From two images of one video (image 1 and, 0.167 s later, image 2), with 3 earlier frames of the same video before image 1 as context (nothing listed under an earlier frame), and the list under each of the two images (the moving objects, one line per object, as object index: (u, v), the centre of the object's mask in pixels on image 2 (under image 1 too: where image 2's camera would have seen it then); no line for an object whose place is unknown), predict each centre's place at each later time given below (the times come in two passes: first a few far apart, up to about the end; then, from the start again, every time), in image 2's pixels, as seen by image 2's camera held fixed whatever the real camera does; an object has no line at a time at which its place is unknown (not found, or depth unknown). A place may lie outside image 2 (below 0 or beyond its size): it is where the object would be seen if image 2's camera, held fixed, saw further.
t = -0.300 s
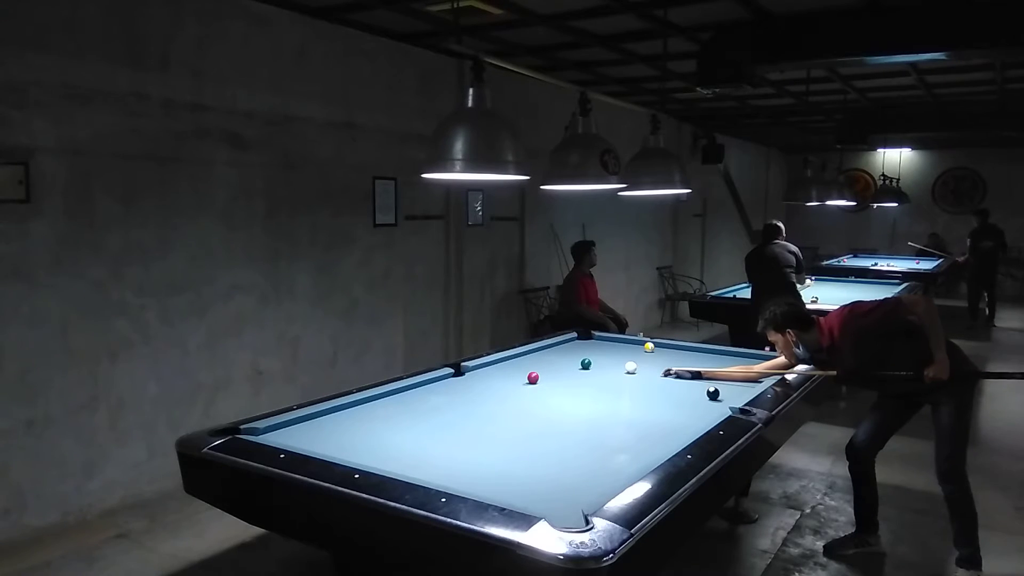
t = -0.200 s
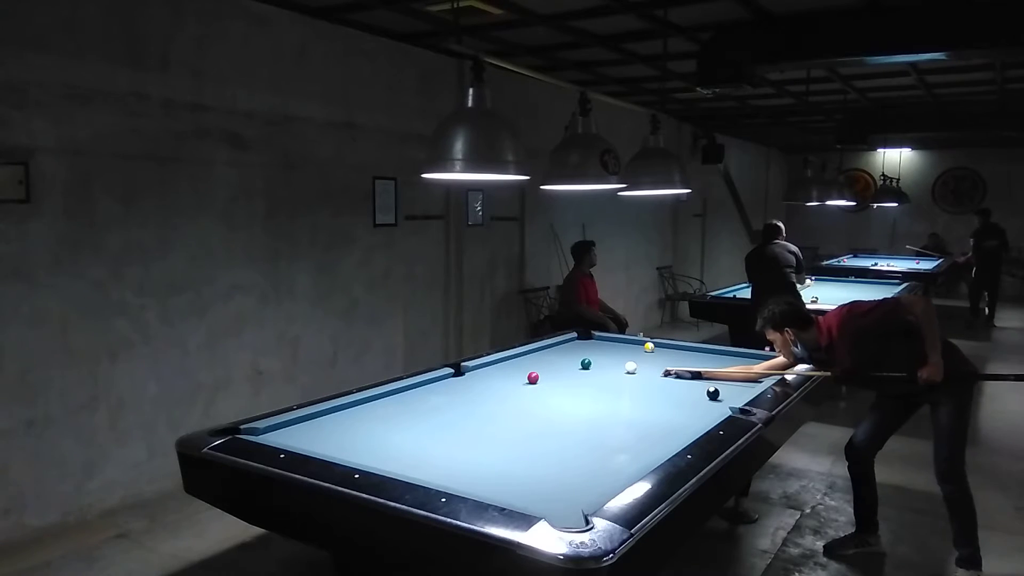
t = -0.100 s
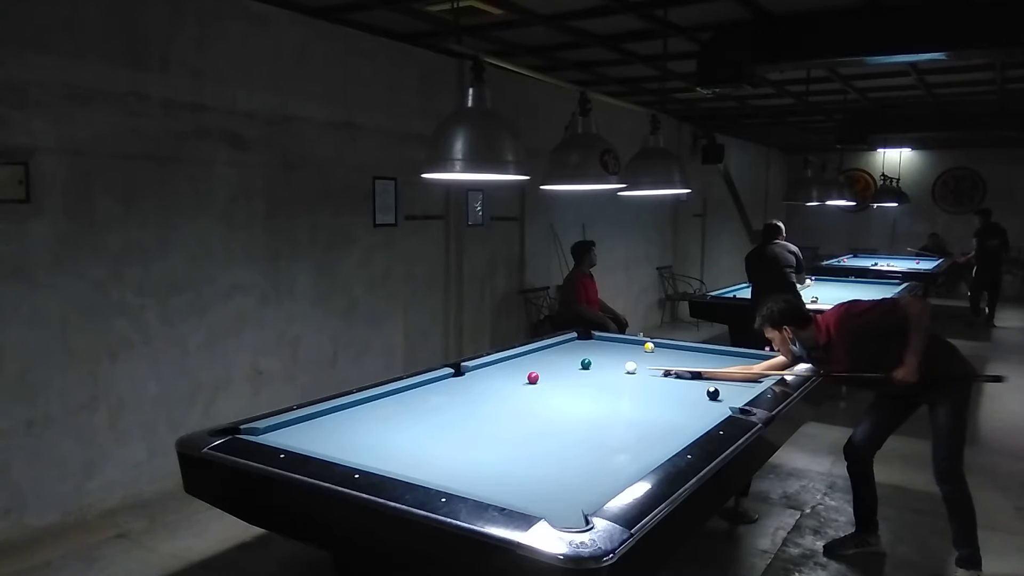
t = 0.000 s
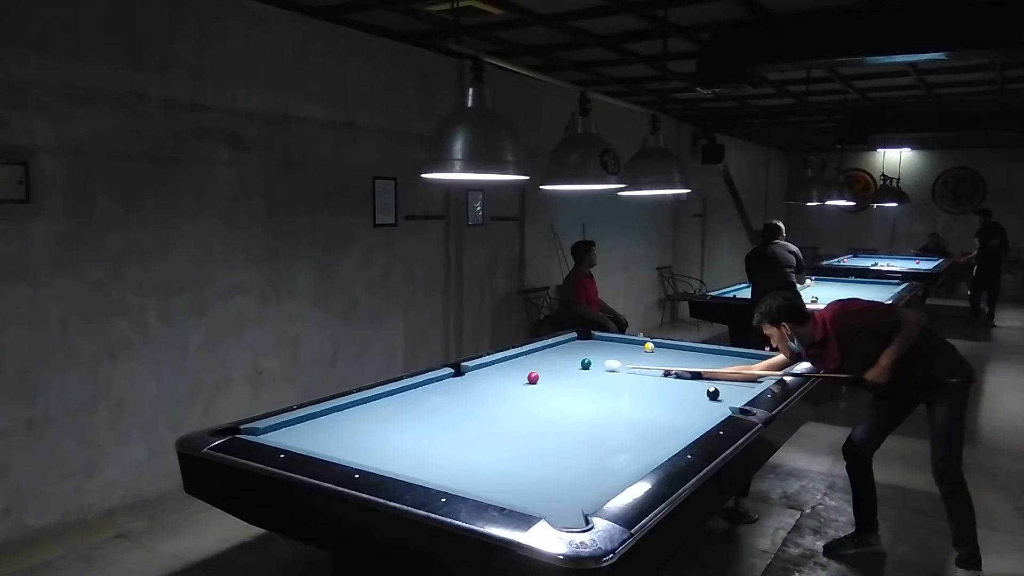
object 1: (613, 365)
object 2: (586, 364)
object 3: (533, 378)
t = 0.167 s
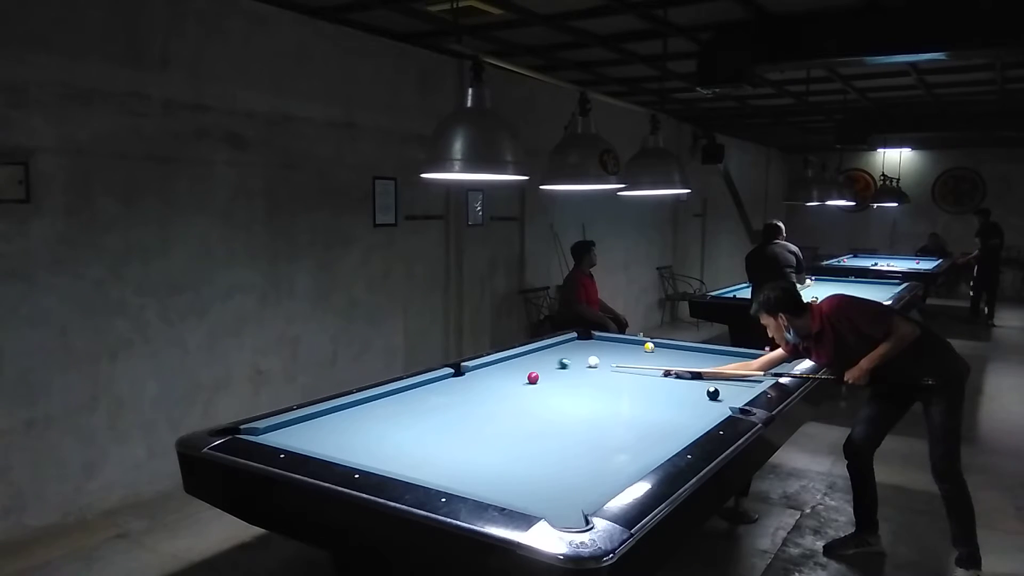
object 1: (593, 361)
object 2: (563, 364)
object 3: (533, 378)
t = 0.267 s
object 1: (589, 359)
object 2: (547, 364)
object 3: (533, 378)
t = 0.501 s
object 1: (579, 355)
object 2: (510, 364)
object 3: (533, 378)
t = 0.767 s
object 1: (569, 351)
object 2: (503, 365)
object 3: (533, 378)
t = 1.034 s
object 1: (559, 347)
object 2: (514, 369)
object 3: (533, 378)
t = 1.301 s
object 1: (558, 345)
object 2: (524, 373)
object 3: (533, 378)
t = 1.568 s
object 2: (533, 373)
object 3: (535, 380)
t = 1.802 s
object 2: (539, 374)
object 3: (538, 379)
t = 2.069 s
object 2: (544, 376)
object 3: (539, 385)
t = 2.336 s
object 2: (547, 377)
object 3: (541, 386)
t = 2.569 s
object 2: (550, 377)
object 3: (543, 388)
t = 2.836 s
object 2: (551, 377)
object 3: (544, 390)
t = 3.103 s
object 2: (551, 377)
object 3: (545, 391)
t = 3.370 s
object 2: (551, 378)
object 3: (545, 393)
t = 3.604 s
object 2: (551, 378)
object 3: (546, 393)
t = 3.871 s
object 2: (551, 378)
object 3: (546, 394)
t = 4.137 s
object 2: (551, 378)
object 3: (545, 394)
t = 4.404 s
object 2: (551, 378)
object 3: (546, 394)
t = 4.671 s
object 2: (551, 378)
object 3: (546, 394)
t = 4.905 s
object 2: (551, 378)
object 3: (545, 394)
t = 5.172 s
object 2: (551, 378)
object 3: (545, 394)
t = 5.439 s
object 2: (551, 378)
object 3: (545, 394)
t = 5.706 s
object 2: (551, 378)
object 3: (545, 393)
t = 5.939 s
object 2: (551, 378)
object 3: (546, 393)
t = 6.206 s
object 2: (551, 378)
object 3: (546, 393)
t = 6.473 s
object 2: (551, 378)
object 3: (546, 393)
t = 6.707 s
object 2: (551, 378)
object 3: (546, 393)
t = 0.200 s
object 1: (592, 361)
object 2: (558, 364)
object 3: (533, 378)
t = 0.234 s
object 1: (590, 360)
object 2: (552, 364)
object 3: (533, 378)
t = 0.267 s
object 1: (589, 359)
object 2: (547, 364)
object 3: (533, 378)
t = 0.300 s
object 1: (587, 359)
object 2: (542, 363)
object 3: (533, 378)
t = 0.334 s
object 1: (586, 358)
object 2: (537, 363)
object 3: (533, 378)
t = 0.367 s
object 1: (585, 358)
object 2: (531, 363)
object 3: (533, 378)
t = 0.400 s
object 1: (583, 357)
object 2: (526, 363)
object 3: (533, 378)
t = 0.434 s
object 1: (582, 357)
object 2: (521, 363)
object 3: (533, 378)
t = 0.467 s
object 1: (580, 356)
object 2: (516, 364)
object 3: (533, 378)
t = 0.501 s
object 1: (579, 355)
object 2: (510, 364)
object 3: (533, 378)
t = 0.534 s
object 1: (578, 355)
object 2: (505, 364)
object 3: (533, 378)
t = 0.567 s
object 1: (576, 354)
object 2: (500, 363)
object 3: (533, 378)
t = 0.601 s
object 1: (575, 354)
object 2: (496, 363)
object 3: (533, 378)
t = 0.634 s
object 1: (574, 353)
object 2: (498, 363)
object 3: (533, 378)
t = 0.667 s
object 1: (572, 353)
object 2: (500, 364)
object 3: (533, 378)
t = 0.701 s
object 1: (571, 352)
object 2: (501, 364)
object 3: (533, 378)
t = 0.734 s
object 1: (570, 352)
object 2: (502, 365)
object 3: (533, 378)
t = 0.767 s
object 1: (569, 351)
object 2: (503, 365)
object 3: (533, 378)
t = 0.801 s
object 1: (568, 351)
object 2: (505, 365)
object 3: (533, 378)
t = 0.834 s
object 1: (566, 350)
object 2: (506, 366)
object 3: (533, 378)
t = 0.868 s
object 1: (565, 350)
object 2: (508, 367)
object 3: (533, 378)
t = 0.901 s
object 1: (564, 349)
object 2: (509, 368)
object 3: (533, 378)
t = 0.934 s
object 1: (563, 349)
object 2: (510, 368)
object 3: (533, 378)
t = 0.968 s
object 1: (562, 348)
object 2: (512, 368)
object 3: (533, 378)
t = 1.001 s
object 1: (561, 348)
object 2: (513, 369)
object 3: (533, 378)
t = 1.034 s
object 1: (559, 347)
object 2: (514, 369)
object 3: (533, 378)
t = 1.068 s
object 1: (558, 347)
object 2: (516, 370)
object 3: (533, 378)
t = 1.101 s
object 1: (557, 347)
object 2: (517, 370)
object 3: (533, 378)
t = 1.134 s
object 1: (556, 346)
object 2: (518, 371)
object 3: (533, 378)
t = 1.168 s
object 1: (555, 346)
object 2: (520, 371)
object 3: (533, 378)
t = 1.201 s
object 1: (554, 345)
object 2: (521, 372)
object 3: (533, 378)
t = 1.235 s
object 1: (554, 345)
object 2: (522, 373)
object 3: (533, 378)
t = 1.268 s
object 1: (556, 345)
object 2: (523, 373)
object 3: (533, 378)
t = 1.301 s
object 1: (558, 345)
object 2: (524, 373)
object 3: (533, 378)
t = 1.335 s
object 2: (525, 374)
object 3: (533, 378)
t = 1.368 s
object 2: (526, 374)
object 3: (533, 378)
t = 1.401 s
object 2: (527, 373)
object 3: (533, 378)
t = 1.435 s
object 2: (528, 373)
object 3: (533, 378)
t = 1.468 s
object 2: (529, 373)
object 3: (534, 379)
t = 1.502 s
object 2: (530, 373)
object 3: (534, 379)
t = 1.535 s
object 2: (532, 373)
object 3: (535, 379)
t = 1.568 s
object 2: (533, 373)
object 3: (535, 380)
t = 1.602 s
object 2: (534, 372)
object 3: (535, 380)
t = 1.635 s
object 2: (535, 373)
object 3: (536, 381)
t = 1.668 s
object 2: (536, 373)
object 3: (536, 378)
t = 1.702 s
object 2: (537, 373)
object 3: (536, 379)
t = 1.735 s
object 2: (538, 373)
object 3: (537, 379)
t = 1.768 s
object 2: (539, 374)
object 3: (537, 379)
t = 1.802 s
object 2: (539, 374)
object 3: (538, 379)
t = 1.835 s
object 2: (540, 374)
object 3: (538, 379)
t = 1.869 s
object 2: (541, 374)
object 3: (539, 379)
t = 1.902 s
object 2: (541, 374)
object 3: (539, 379)
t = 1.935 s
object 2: (542, 375)
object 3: (538, 383)
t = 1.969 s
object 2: (543, 375)
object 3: (540, 380)
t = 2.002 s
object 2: (543, 375)
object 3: (540, 380)
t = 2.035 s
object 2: (544, 375)
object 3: (539, 384)
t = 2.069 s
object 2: (544, 376)
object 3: (539, 385)
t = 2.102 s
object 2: (545, 376)
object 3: (539, 385)
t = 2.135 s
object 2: (545, 376)
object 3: (539, 385)
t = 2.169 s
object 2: (546, 376)
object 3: (539, 386)
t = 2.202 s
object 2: (546, 376)
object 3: (540, 386)
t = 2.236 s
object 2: (546, 376)
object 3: (540, 386)
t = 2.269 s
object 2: (547, 376)
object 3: (540, 386)
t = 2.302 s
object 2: (547, 377)
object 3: (541, 386)
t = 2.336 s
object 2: (547, 377)
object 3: (541, 386)
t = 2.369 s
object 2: (548, 377)
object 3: (541, 387)
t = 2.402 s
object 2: (548, 377)
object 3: (542, 387)
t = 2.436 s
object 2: (548, 377)
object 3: (542, 388)
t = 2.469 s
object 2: (549, 377)
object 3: (542, 388)
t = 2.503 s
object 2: (549, 377)
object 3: (542, 388)
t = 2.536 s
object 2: (549, 377)
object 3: (542, 388)
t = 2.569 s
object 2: (550, 377)
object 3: (543, 388)
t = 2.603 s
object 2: (550, 377)
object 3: (543, 388)
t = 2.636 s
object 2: (550, 377)
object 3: (543, 389)
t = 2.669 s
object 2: (550, 377)
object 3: (543, 389)
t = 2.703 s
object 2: (551, 377)
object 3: (543, 389)
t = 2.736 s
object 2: (551, 377)
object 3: (544, 389)
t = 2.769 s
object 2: (551, 377)
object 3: (544, 390)
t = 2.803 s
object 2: (551, 377)
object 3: (544, 390)
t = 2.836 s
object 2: (551, 377)
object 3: (544, 390)
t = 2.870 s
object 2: (551, 377)
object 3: (544, 390)
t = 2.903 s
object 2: (551, 377)
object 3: (544, 390)
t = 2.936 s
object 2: (551, 377)
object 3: (545, 391)
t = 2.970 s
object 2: (551, 377)
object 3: (545, 391)
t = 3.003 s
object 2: (551, 377)
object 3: (545, 391)
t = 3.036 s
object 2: (551, 377)
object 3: (545, 391)
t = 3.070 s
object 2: (551, 377)
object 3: (545, 391)
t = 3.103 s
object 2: (551, 377)
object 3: (545, 391)
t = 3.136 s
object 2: (551, 377)
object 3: (545, 392)
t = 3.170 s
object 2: (551, 377)
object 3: (545, 392)
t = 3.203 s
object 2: (551, 377)
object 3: (545, 392)
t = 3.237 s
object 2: (551, 377)
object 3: (545, 392)
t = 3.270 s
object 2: (551, 377)
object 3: (545, 392)
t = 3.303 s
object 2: (551, 377)
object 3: (546, 392)
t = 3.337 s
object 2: (551, 377)
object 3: (545, 393)
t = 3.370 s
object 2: (551, 378)
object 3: (545, 393)
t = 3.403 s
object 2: (551, 378)
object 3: (546, 393)
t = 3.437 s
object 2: (551, 378)
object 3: (546, 393)
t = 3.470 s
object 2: (551, 378)
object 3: (546, 393)
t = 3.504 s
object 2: (551, 378)
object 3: (546, 393)
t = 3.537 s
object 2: (551, 378)
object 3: (546, 393)
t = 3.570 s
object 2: (551, 378)
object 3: (546, 393)
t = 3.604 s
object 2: (551, 378)
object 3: (546, 393)
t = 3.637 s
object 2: (551, 378)
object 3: (546, 394)
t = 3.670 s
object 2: (551, 378)
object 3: (546, 394)
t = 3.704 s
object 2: (551, 378)
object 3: (546, 394)
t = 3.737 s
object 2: (551, 378)
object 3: (546, 394)
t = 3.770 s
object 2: (551, 378)
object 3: (546, 394)
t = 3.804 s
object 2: (551, 378)
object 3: (546, 394)
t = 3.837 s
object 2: (551, 378)
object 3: (546, 394)
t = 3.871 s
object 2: (551, 378)
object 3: (546, 394)
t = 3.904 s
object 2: (551, 378)
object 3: (546, 394)
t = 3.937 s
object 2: (551, 378)
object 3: (546, 394)
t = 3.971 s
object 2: (551, 378)
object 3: (546, 394)
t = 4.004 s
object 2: (551, 378)
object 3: (546, 394)
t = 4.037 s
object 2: (551, 378)
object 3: (546, 394)
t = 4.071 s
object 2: (551, 378)
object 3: (546, 394)
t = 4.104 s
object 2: (551, 378)
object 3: (545, 394)
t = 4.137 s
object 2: (551, 378)
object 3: (545, 394)
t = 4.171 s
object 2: (551, 378)
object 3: (545, 394)
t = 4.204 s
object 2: (551, 378)
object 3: (545, 394)
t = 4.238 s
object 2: (551, 378)
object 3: (545, 394)
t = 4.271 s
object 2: (551, 378)
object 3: (546, 394)
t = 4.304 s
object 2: (551, 378)
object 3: (546, 394)
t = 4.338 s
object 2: (551, 378)
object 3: (546, 394)
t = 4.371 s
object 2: (551, 378)
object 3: (546, 394)
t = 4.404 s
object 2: (551, 378)
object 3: (546, 394)
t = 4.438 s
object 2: (551, 378)
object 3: (546, 394)
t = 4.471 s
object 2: (551, 378)
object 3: (546, 394)
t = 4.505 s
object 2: (551, 378)
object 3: (546, 394)
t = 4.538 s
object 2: (551, 378)
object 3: (546, 394)
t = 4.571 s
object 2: (551, 378)
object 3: (546, 394)
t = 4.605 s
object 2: (551, 378)
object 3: (545, 394)
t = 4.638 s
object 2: (551, 378)
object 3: (545, 394)
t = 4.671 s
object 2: (551, 378)
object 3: (546, 394)
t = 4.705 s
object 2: (551, 378)
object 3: (545, 394)
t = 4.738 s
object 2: (551, 378)
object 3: (545, 394)
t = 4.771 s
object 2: (551, 378)
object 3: (545, 394)
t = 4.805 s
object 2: (551, 378)
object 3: (545, 394)
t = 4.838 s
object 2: (551, 378)
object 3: (545, 394)
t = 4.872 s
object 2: (551, 378)
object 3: (545, 394)
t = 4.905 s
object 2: (551, 378)
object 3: (545, 394)
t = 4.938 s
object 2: (551, 378)
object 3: (545, 394)
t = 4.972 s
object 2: (551, 378)
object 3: (545, 394)
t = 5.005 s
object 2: (551, 378)
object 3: (545, 394)
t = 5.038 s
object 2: (551, 378)
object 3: (545, 394)
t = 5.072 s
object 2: (551, 378)
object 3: (545, 394)
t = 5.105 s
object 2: (551, 378)
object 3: (545, 394)
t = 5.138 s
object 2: (551, 378)
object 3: (545, 394)
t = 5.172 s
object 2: (551, 378)
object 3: (545, 394)
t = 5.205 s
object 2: (551, 378)
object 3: (545, 394)
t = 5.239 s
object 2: (551, 378)
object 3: (545, 394)
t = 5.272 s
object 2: (551, 378)
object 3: (545, 394)
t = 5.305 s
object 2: (551, 378)
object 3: (545, 394)
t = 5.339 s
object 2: (551, 378)
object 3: (545, 394)
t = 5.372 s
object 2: (551, 378)
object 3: (545, 394)
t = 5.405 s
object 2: (551, 378)
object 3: (545, 394)
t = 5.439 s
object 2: (551, 378)
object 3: (545, 394)
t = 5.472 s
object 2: (551, 378)
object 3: (545, 394)
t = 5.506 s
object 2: (551, 378)
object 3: (545, 394)
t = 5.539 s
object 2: (551, 378)
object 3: (545, 394)
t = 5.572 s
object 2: (551, 378)
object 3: (545, 393)
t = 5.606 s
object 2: (551, 378)
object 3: (545, 394)
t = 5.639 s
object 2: (551, 378)
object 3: (545, 393)
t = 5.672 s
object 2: (551, 378)
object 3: (545, 393)
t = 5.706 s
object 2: (551, 378)
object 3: (545, 393)
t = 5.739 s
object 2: (551, 378)
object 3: (545, 393)
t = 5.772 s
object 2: (551, 378)
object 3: (546, 393)
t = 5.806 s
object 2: (551, 378)
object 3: (545, 393)
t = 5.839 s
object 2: (551, 378)
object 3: (545, 393)
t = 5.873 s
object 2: (551, 378)
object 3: (545, 393)
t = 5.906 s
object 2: (551, 378)
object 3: (546, 393)
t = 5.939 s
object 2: (551, 378)
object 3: (546, 393)
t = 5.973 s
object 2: (551, 378)
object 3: (545, 393)
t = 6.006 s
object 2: (551, 378)
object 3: (546, 393)
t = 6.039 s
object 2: (551, 378)
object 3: (546, 393)
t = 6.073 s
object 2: (551, 378)
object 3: (546, 393)
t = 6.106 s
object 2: (551, 378)
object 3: (546, 393)
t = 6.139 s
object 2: (551, 378)
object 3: (546, 393)
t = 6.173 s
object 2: (551, 378)
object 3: (545, 393)
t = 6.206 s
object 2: (551, 378)
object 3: (546, 393)
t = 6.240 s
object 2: (551, 378)
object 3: (545, 393)
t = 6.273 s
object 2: (551, 378)
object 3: (546, 393)
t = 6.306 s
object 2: (551, 378)
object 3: (546, 393)
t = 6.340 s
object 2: (551, 378)
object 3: (545, 393)
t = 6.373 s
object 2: (551, 378)
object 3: (546, 393)
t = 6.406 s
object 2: (551, 378)
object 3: (546, 393)
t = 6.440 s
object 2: (551, 378)
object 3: (546, 393)
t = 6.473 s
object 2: (551, 378)
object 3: (546, 393)
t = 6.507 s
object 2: (551, 378)
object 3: (546, 393)
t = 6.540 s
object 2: (551, 378)
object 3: (546, 393)
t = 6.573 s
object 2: (551, 378)
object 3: (546, 393)
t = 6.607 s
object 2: (551, 378)
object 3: (546, 393)
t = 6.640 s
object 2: (551, 378)
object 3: (546, 394)
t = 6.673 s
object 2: (551, 378)
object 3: (546, 393)
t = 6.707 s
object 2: (551, 378)
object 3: (546, 393)
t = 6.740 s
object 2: (551, 378)
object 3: (546, 393)
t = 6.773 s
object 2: (551, 378)
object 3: (546, 393)
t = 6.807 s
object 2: (551, 378)
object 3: (545, 393)
